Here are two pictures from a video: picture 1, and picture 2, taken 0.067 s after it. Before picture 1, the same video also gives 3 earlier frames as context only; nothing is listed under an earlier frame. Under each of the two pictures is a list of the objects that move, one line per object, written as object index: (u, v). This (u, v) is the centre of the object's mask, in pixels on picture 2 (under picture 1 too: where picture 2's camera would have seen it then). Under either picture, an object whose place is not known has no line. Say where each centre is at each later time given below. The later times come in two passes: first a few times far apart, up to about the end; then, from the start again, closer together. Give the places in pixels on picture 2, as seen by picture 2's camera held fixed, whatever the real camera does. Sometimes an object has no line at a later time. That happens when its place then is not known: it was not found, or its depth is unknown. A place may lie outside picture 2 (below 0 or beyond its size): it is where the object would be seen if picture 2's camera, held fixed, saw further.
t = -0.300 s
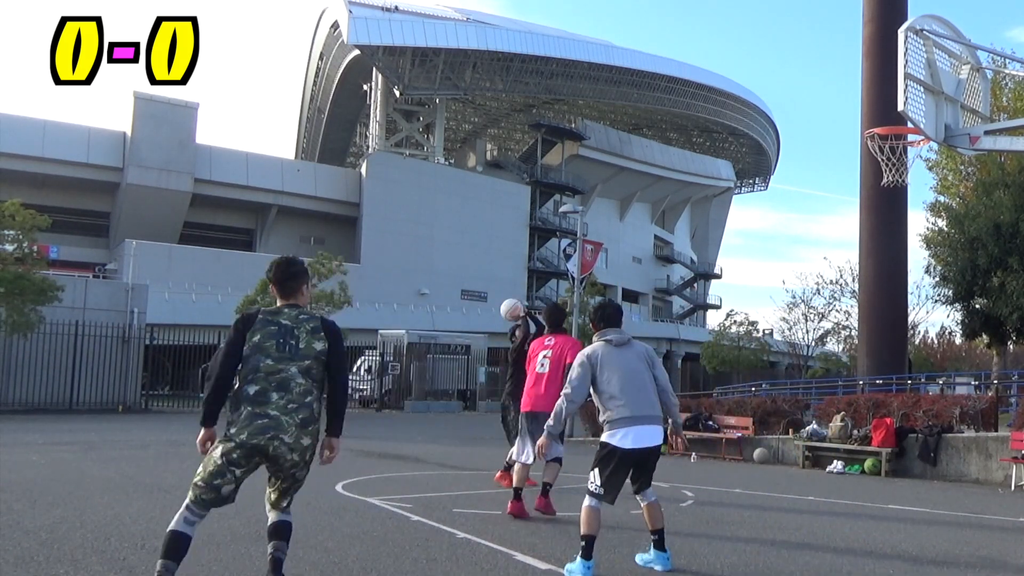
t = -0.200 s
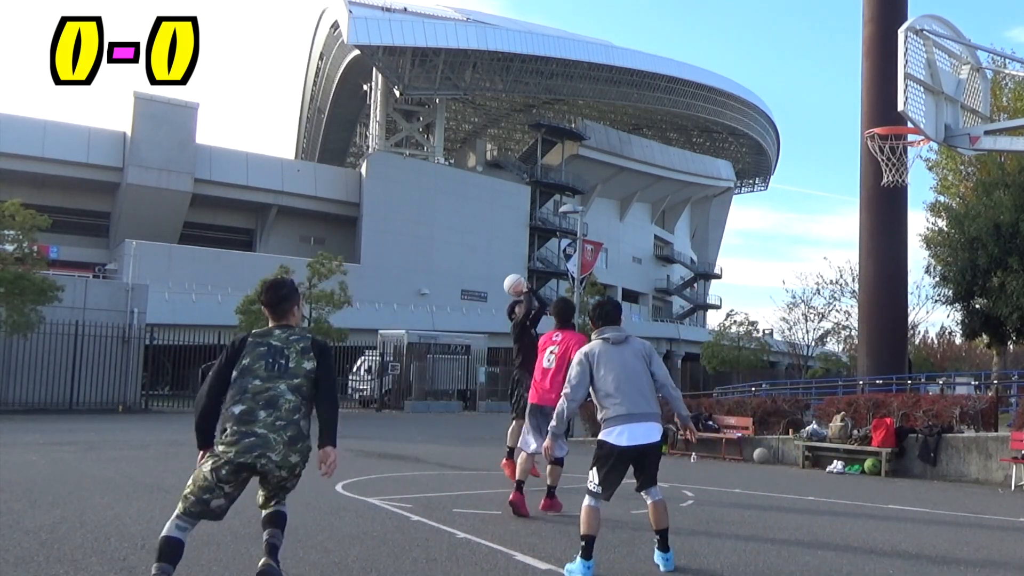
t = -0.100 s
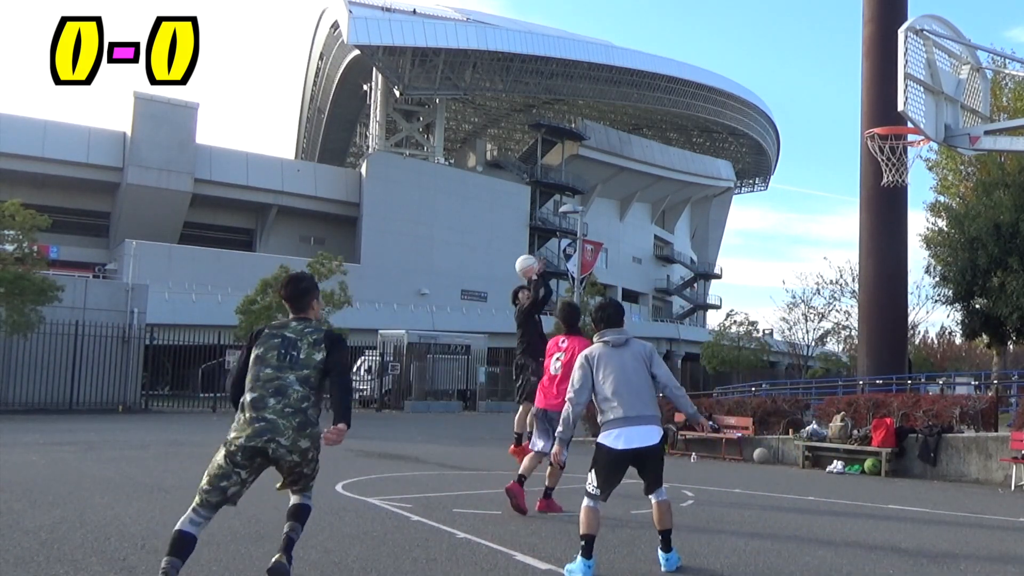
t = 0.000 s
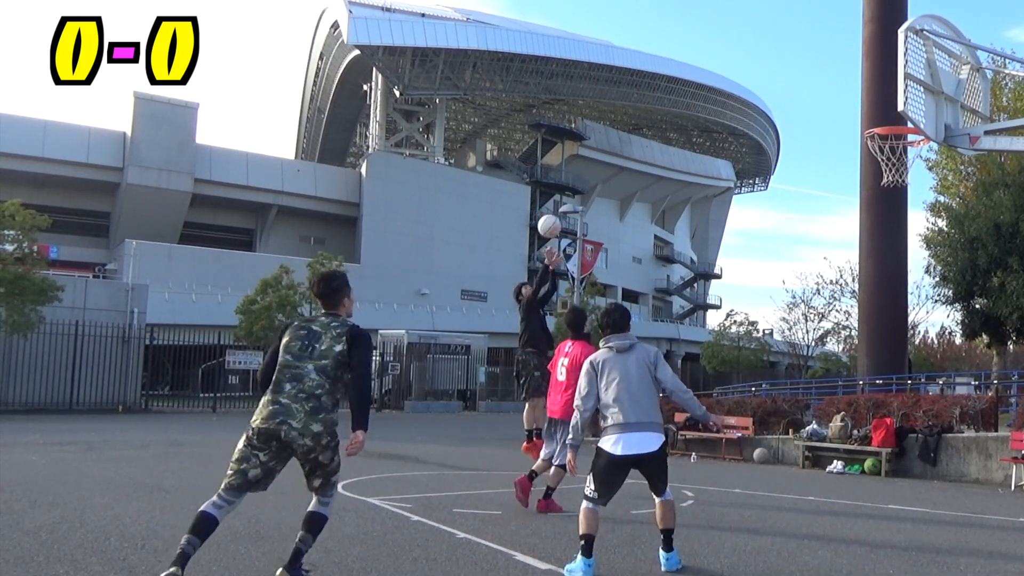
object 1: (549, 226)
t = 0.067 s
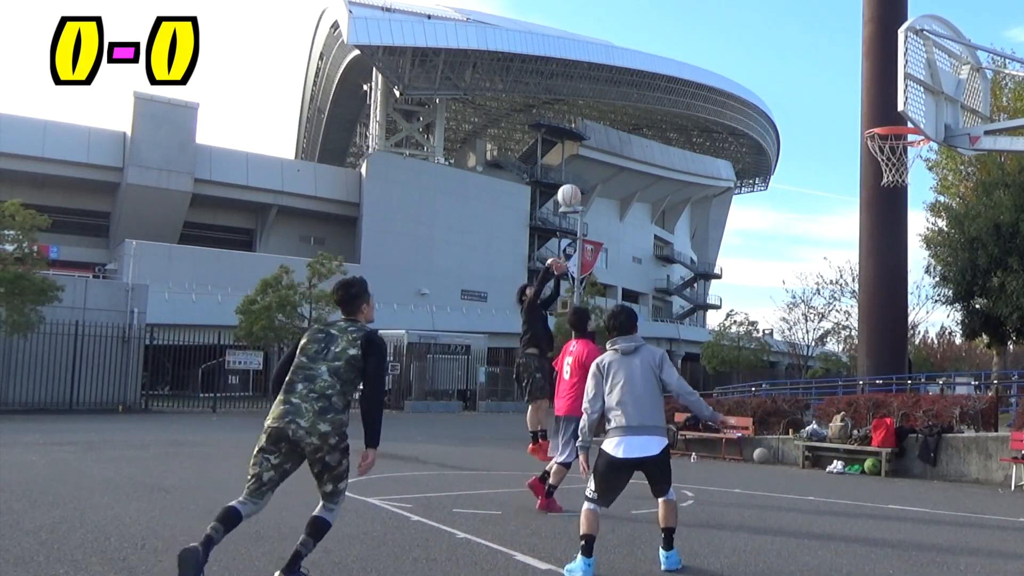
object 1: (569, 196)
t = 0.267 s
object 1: (632, 126)
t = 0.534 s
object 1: (725, 87)
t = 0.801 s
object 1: (831, 123)
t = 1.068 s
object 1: (956, 258)
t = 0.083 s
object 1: (574, 189)
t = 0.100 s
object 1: (579, 183)
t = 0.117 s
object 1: (584, 176)
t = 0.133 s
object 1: (589, 169)
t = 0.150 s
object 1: (594, 163)
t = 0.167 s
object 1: (599, 157)
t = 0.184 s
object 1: (605, 151)
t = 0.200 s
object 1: (610, 146)
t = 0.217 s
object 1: (615, 140)
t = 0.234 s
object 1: (620, 135)
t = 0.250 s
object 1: (627, 131)
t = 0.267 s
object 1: (632, 126)
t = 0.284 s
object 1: (638, 122)
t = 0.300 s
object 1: (643, 118)
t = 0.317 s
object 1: (649, 114)
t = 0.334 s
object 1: (655, 111)
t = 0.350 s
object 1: (660, 107)
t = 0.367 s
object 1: (666, 104)
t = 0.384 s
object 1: (671, 101)
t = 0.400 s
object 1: (677, 98)
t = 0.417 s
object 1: (683, 96)
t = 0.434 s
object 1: (688, 93)
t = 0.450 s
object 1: (694, 92)
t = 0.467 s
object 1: (700, 90)
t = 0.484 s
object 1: (706, 89)
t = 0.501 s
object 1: (712, 88)
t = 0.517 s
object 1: (718, 87)
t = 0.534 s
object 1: (725, 87)
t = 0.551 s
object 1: (731, 87)
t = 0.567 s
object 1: (737, 87)
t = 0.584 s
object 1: (743, 88)
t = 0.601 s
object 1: (750, 88)
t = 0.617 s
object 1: (756, 89)
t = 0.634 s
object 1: (763, 90)
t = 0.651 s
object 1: (770, 92)
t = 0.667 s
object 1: (776, 94)
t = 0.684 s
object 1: (783, 97)
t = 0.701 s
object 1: (790, 99)
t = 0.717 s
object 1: (796, 102)
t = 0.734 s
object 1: (803, 106)
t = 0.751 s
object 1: (810, 109)
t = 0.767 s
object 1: (817, 114)
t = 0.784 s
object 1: (824, 118)
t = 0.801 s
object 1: (831, 123)
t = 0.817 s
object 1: (839, 128)
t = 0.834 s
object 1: (846, 134)
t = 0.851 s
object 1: (852, 140)
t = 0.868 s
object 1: (858, 148)
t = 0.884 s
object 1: (868, 153)
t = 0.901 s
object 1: (876, 160)
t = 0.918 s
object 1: (883, 167)
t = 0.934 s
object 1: (892, 177)
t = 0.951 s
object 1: (899, 185)
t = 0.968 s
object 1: (906, 194)
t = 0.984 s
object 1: (914, 203)
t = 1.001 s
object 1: (922, 214)
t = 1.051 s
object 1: (947, 247)
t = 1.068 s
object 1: (956, 258)
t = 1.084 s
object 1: (964, 271)
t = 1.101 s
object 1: (973, 284)
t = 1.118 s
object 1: (982, 298)
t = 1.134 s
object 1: (990, 312)
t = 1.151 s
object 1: (1000, 327)
